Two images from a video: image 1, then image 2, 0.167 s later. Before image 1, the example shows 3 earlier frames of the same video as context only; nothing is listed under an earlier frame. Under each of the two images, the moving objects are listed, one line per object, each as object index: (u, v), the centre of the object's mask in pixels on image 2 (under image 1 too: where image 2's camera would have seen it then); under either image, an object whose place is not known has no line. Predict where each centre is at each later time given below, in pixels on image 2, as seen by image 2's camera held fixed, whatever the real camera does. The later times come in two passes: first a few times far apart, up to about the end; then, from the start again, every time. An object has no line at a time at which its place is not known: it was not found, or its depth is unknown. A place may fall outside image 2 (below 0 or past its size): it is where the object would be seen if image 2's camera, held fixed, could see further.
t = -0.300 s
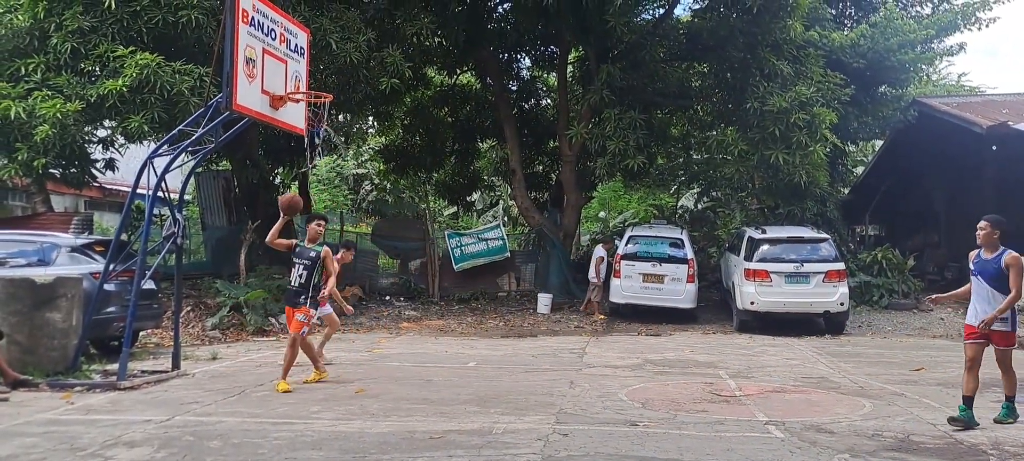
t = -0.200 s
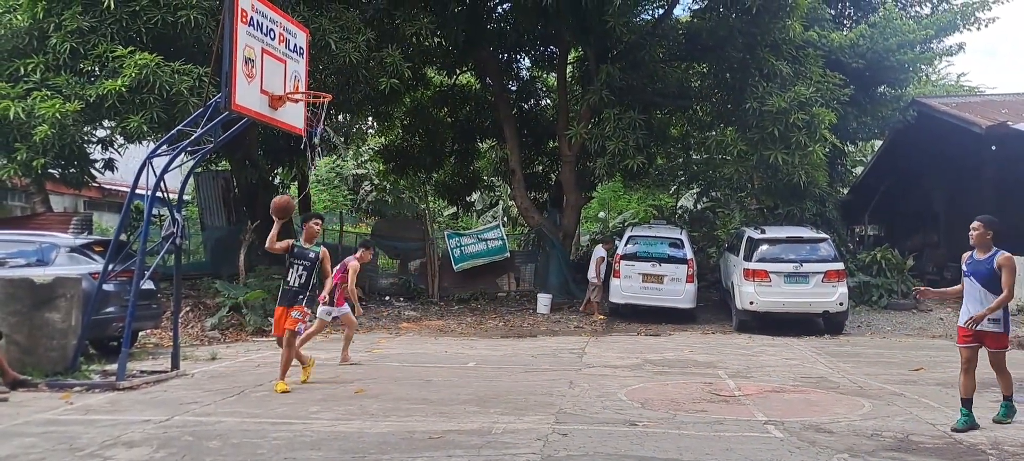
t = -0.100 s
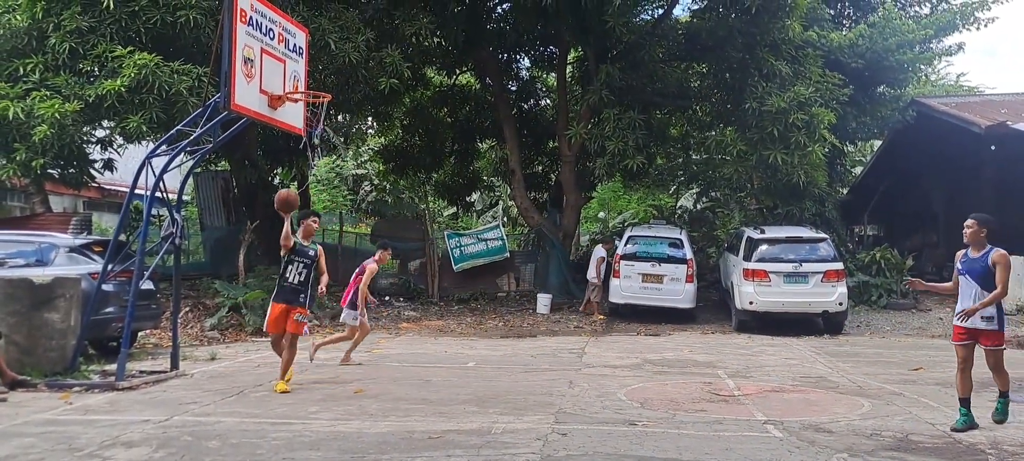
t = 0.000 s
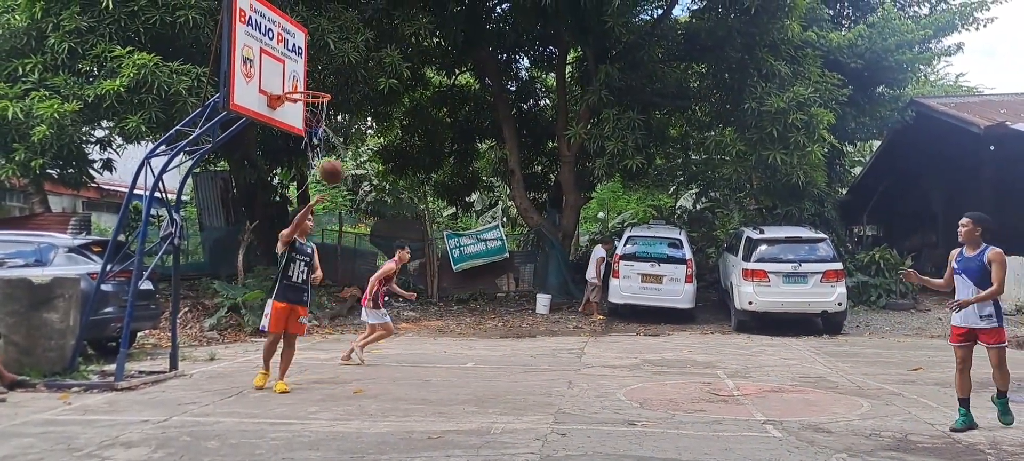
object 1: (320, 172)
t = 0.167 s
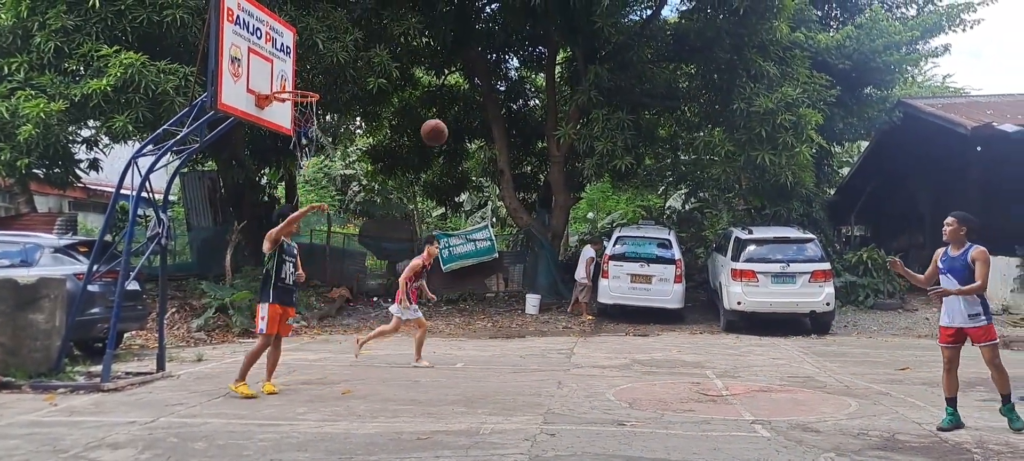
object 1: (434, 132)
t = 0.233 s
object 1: (483, 124)
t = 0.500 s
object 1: (700, 135)
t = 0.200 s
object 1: (458, 128)
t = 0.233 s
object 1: (483, 124)
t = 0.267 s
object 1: (508, 121)
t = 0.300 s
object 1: (533, 120)
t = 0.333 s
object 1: (560, 120)
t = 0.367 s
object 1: (587, 120)
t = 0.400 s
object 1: (615, 122)
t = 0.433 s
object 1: (642, 125)
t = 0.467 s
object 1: (671, 130)
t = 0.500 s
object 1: (700, 135)
